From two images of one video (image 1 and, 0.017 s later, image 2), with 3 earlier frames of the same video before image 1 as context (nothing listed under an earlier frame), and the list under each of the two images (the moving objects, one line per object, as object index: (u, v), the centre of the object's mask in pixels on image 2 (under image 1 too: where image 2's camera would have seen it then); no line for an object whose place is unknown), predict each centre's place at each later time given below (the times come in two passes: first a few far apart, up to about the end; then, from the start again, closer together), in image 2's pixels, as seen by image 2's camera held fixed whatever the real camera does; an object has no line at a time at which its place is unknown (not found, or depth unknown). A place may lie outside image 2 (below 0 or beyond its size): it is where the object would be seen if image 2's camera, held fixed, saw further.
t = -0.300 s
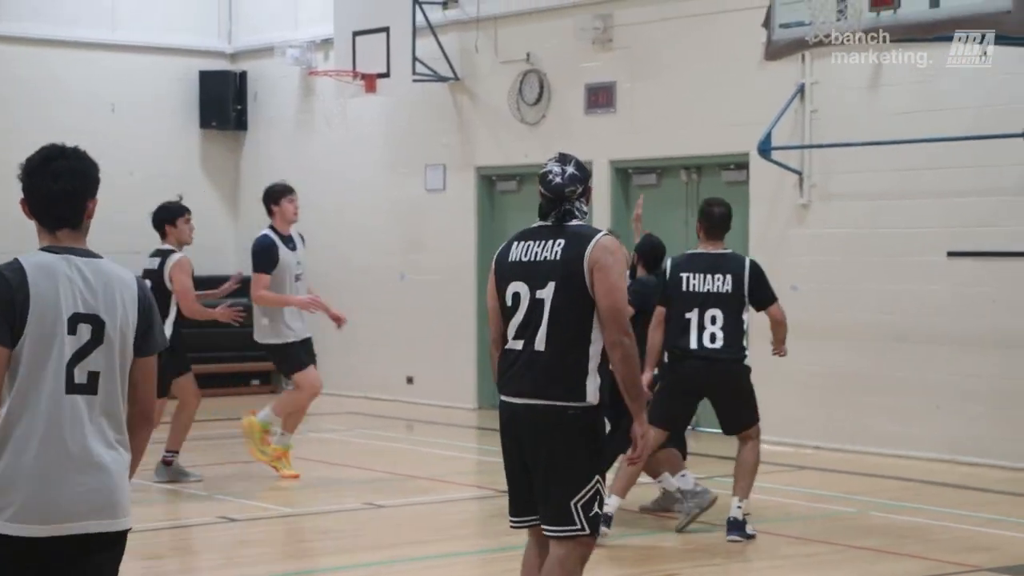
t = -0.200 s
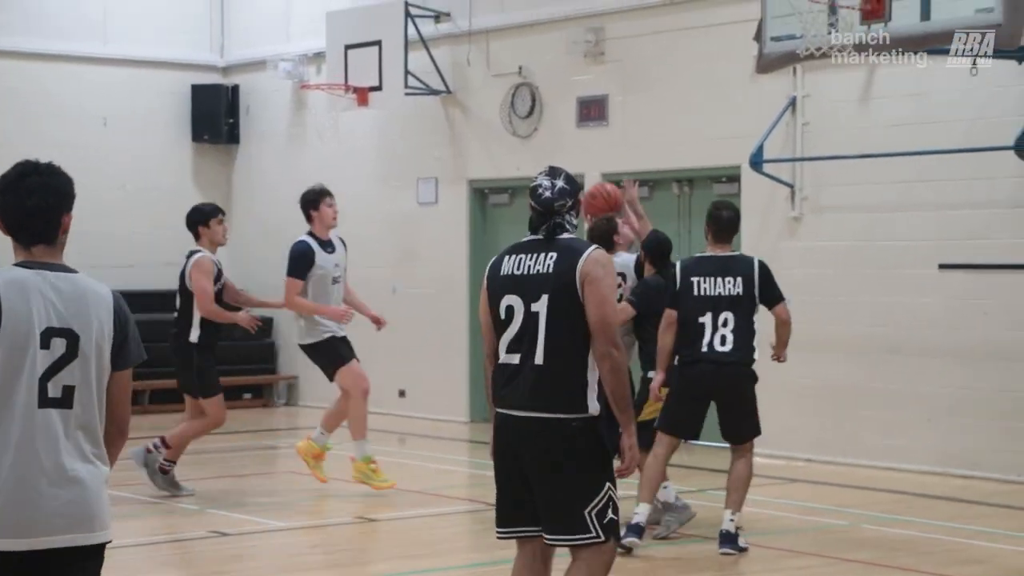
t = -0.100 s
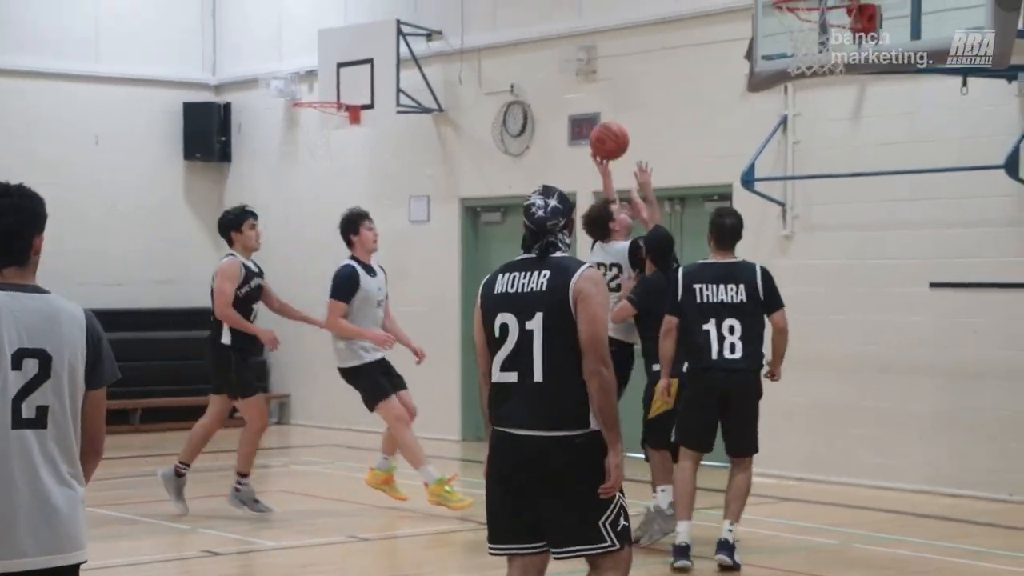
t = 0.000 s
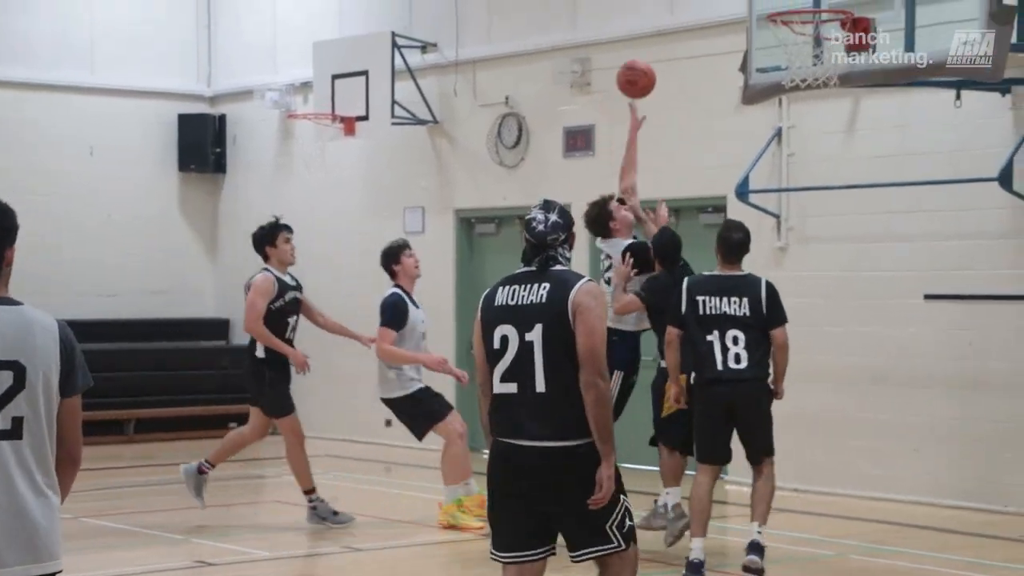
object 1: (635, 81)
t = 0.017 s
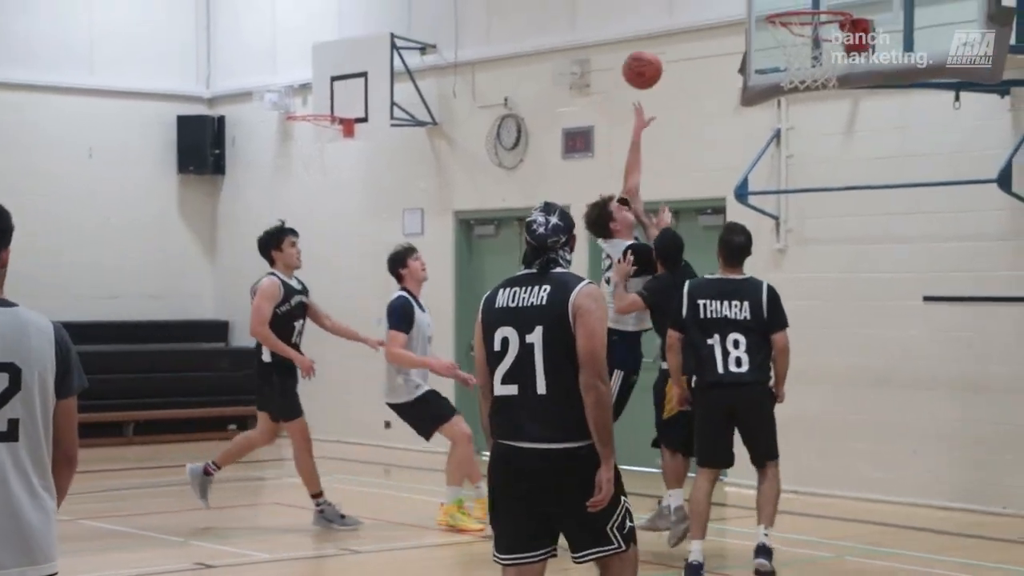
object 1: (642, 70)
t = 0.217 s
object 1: (733, -29)
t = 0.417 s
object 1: (797, -59)
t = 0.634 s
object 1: (788, 4)
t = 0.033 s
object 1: (650, 59)
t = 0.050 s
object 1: (657, 49)
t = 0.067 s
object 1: (665, 39)
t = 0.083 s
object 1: (673, 30)
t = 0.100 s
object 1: (680, 21)
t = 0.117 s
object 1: (687, 12)
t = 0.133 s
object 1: (694, 4)
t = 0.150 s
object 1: (702, -4)
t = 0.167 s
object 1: (709, -11)
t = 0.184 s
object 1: (717, -18)
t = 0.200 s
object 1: (725, -24)
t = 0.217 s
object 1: (733, -29)
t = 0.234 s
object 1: (741, -35)
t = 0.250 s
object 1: (749, -40)
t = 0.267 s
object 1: (757, -46)
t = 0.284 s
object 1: (765, -50)
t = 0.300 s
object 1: (773, -54)
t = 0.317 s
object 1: (780, -57)
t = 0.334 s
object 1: (788, -59)
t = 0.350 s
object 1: (795, -61)
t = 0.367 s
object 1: (798, -62)
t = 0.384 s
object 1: (798, -61)
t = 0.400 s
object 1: (798, -60)
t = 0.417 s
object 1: (797, -59)
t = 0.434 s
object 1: (797, -57)
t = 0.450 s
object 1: (796, -54)
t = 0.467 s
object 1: (796, -51)
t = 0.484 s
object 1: (796, -47)
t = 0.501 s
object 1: (795, -44)
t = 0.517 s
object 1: (794, -40)
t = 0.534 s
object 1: (794, -35)
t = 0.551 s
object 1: (793, -30)
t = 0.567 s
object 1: (793, -23)
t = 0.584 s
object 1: (792, -17)
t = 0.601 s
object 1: (791, -11)
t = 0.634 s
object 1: (788, 4)
